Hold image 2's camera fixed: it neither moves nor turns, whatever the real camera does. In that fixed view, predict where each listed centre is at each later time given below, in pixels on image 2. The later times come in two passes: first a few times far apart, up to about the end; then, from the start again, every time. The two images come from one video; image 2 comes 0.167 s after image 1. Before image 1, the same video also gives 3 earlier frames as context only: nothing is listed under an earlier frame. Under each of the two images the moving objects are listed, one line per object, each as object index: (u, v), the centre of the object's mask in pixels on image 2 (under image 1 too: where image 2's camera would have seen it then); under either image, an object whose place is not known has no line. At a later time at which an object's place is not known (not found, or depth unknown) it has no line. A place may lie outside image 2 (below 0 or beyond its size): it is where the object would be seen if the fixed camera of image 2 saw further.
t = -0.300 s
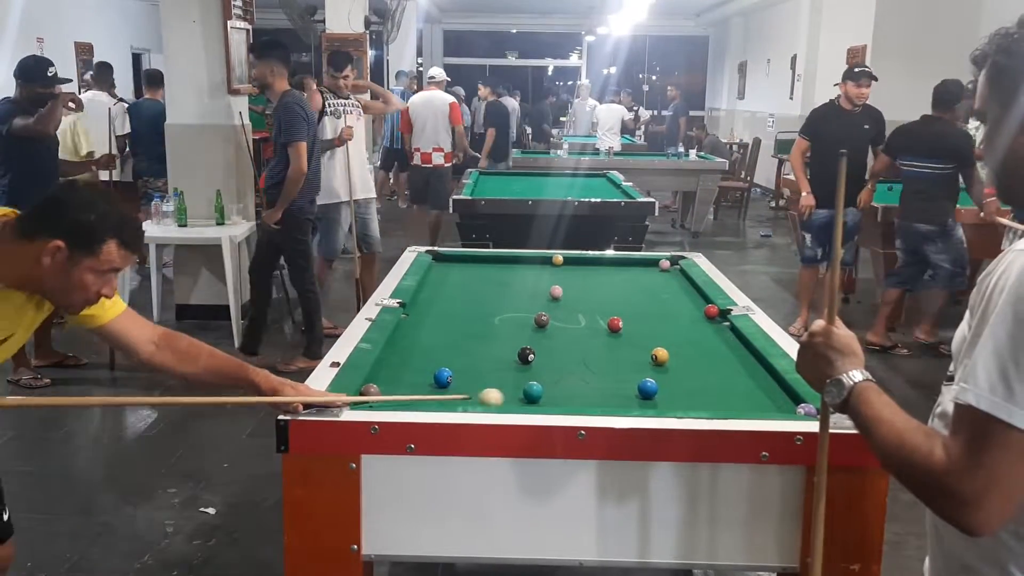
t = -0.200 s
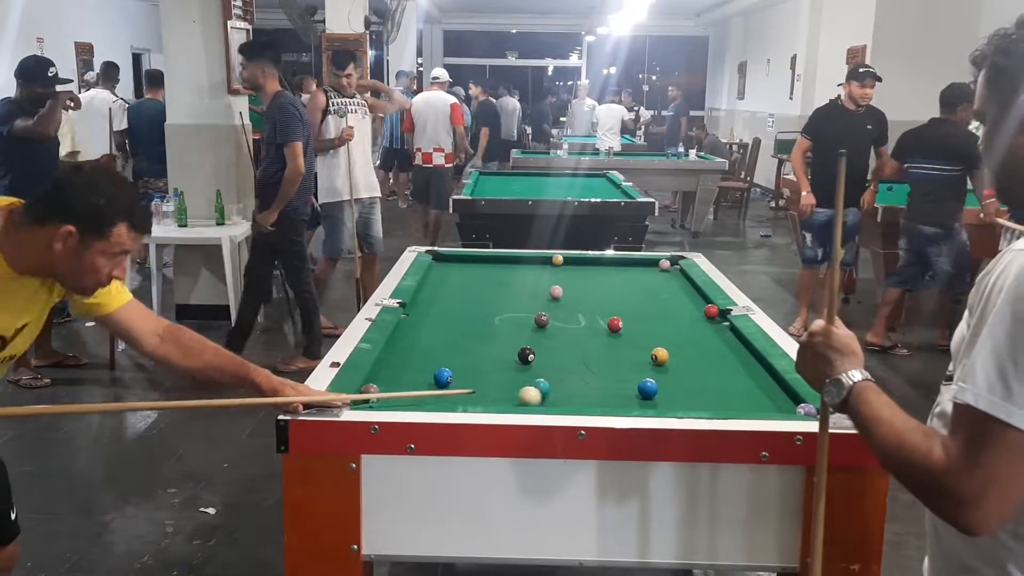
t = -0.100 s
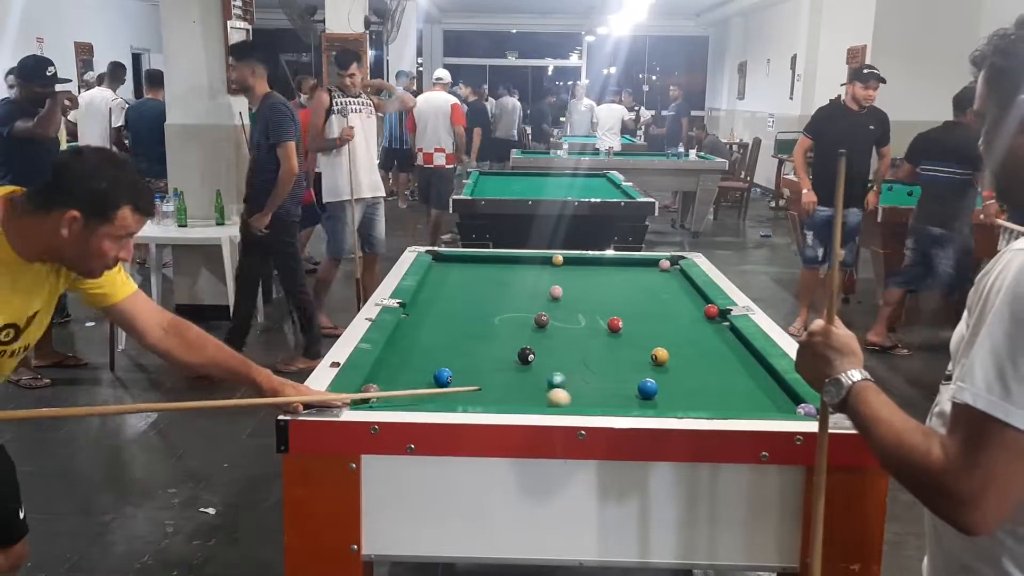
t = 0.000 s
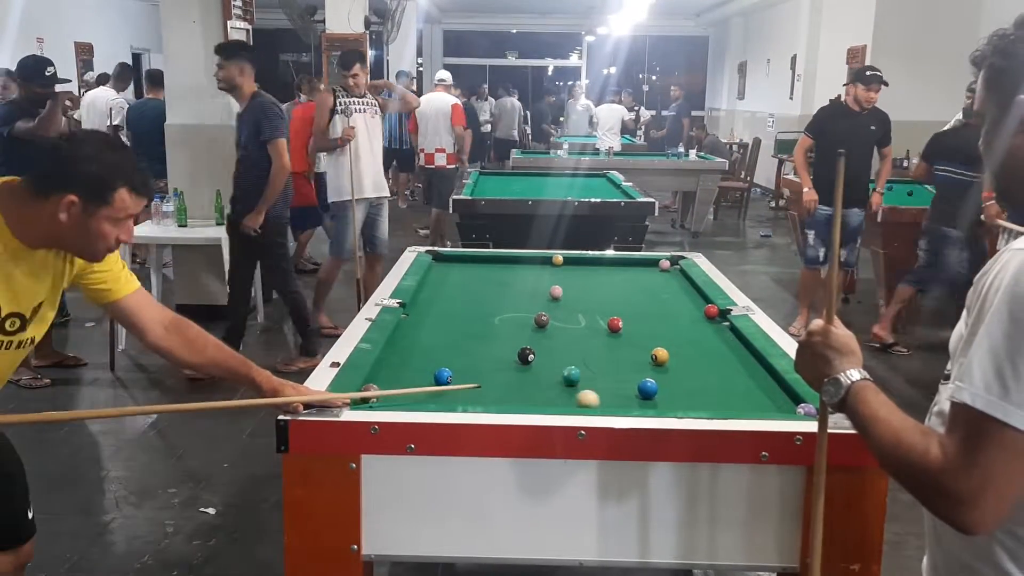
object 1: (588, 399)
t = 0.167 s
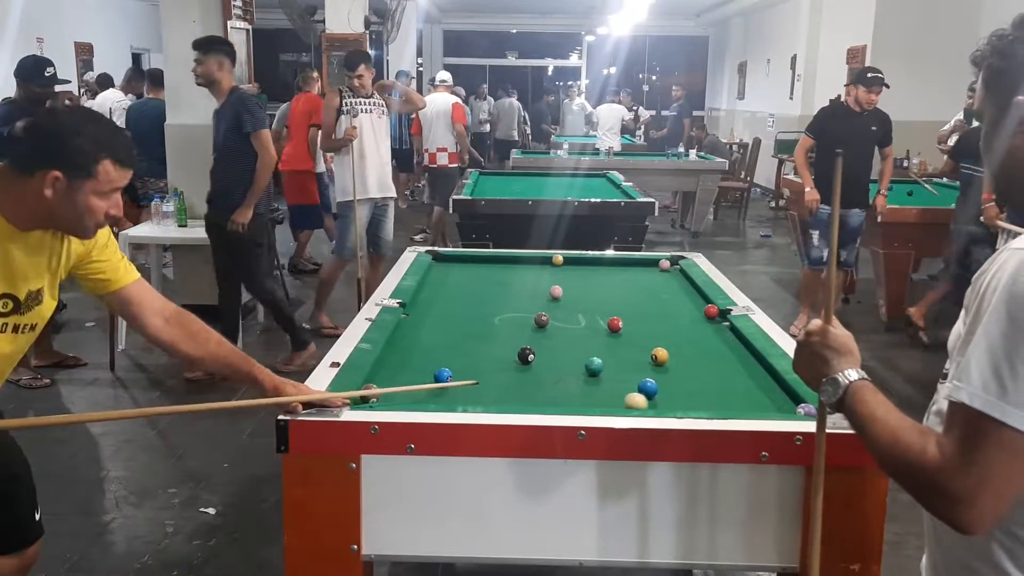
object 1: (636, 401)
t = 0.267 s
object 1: (665, 402)
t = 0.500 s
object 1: (731, 406)
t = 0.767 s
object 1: (782, 409)
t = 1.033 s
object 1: (781, 408)
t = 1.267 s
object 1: (779, 407)
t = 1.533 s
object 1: (779, 407)
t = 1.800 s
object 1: (779, 407)
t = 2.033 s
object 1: (778, 406)
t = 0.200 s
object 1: (645, 402)
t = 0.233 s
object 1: (655, 402)
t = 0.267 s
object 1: (665, 402)
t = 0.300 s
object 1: (674, 403)
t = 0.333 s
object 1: (684, 403)
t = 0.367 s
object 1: (694, 403)
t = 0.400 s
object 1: (703, 404)
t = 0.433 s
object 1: (712, 405)
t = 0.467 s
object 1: (721, 405)
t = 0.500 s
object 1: (731, 406)
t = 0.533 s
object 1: (739, 406)
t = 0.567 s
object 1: (749, 407)
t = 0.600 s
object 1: (758, 407)
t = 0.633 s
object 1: (767, 407)
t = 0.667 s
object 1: (776, 408)
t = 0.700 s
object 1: (784, 408)
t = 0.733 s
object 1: (782, 408)
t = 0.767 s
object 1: (782, 409)
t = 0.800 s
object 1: (782, 408)
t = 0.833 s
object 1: (781, 408)
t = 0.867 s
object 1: (781, 408)
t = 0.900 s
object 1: (781, 408)
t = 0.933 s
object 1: (781, 408)
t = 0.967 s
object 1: (781, 408)
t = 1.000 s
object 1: (781, 408)
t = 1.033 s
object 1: (781, 408)
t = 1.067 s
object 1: (780, 408)
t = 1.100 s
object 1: (780, 408)
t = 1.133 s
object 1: (780, 407)
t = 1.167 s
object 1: (780, 407)
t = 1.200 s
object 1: (780, 407)
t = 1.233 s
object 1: (779, 407)
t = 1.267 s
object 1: (779, 407)
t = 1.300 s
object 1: (779, 407)
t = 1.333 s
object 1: (779, 407)
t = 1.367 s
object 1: (779, 407)
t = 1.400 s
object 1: (779, 407)
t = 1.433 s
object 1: (779, 407)
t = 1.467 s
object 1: (779, 407)
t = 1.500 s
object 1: (779, 407)
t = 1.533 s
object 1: (779, 407)
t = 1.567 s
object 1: (779, 407)
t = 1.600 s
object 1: (779, 407)
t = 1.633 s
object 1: (779, 407)
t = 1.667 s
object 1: (778, 407)
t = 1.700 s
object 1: (778, 407)
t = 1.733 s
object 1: (779, 407)
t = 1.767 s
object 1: (779, 407)
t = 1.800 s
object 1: (779, 407)
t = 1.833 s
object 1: (779, 407)
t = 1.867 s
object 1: (779, 407)
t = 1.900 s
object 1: (778, 407)
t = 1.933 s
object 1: (778, 407)
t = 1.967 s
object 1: (778, 407)
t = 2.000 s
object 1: (778, 407)
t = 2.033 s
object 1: (778, 406)
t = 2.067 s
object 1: (778, 407)
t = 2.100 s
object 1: (778, 407)
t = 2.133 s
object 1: (778, 407)
